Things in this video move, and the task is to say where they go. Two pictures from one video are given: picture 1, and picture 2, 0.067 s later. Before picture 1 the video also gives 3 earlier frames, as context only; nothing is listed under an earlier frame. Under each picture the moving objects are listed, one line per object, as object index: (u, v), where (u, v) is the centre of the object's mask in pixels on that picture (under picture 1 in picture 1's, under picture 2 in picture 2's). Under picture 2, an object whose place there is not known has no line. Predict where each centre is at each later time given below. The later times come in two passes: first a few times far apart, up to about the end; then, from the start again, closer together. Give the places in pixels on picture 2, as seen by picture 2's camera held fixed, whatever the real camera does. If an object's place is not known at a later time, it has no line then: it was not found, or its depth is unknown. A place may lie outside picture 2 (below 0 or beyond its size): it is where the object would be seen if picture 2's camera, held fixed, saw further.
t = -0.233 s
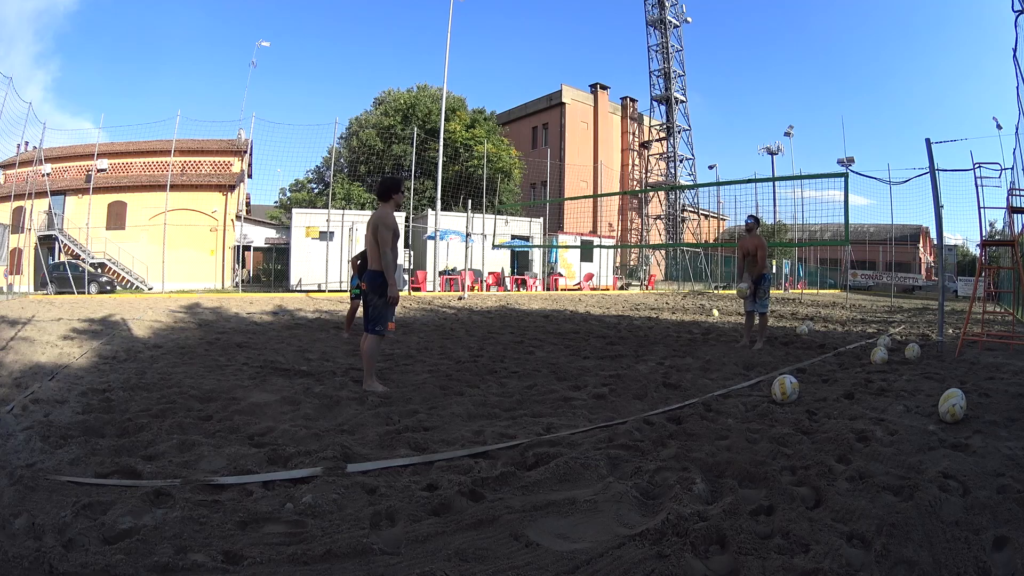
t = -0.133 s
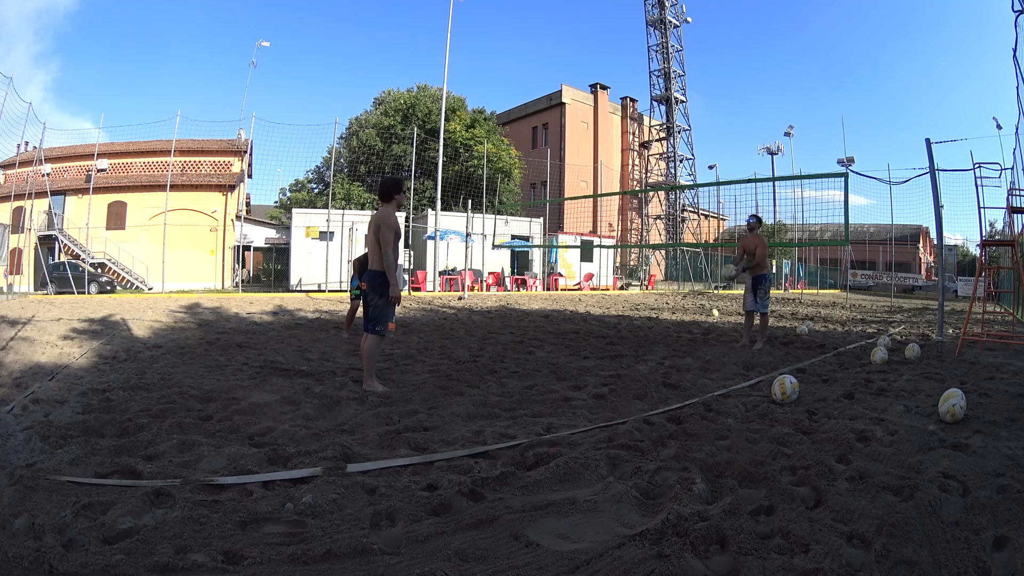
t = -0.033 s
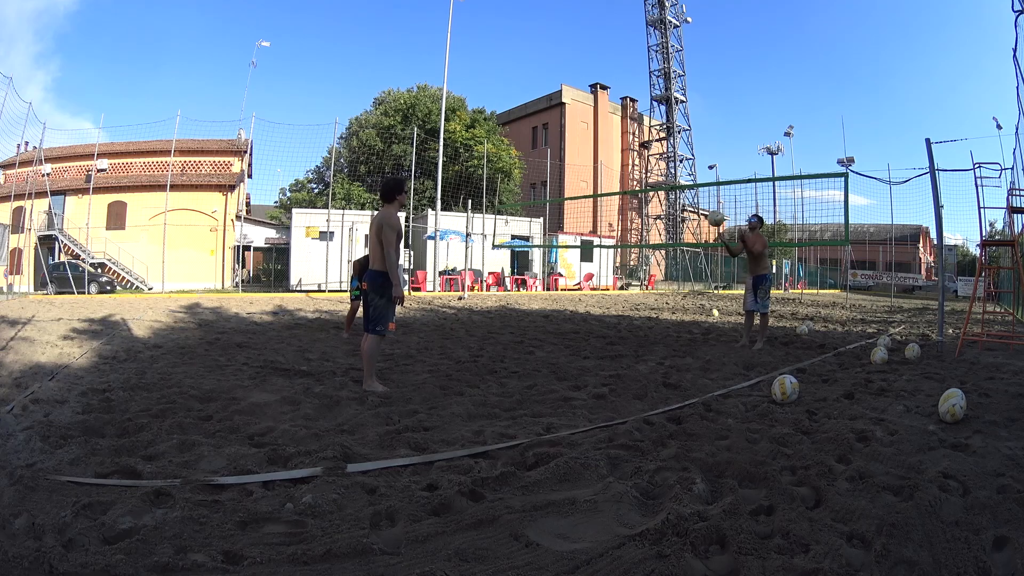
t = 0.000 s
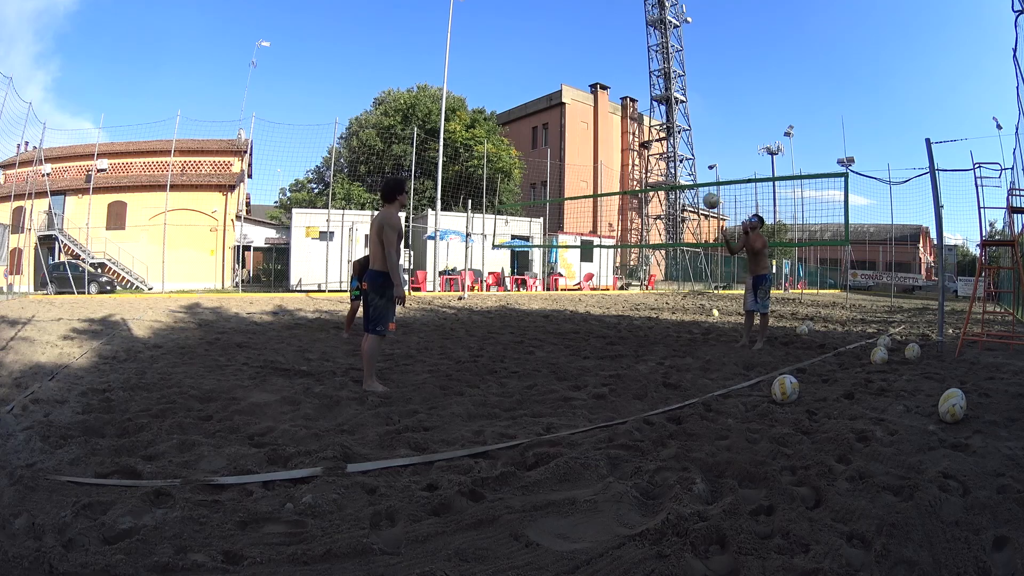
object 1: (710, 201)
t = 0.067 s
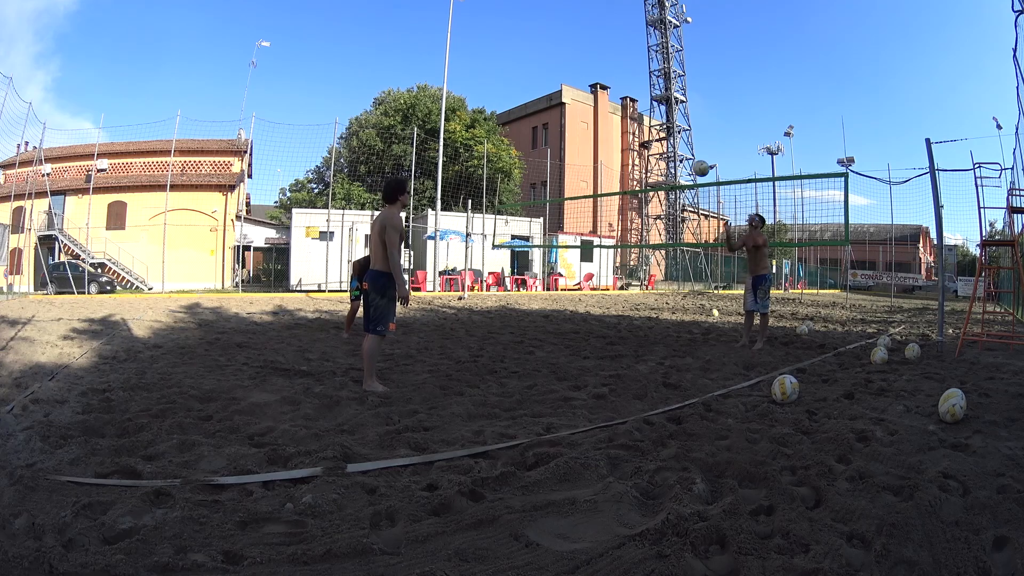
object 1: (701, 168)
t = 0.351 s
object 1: (654, 71)
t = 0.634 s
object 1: (604, 32)
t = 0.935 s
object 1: (546, 56)
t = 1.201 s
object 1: (486, 154)
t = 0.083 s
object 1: (699, 161)
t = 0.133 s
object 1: (691, 139)
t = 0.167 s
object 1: (685, 127)
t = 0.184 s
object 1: (682, 120)
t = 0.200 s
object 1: (680, 114)
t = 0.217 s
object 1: (677, 109)
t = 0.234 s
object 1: (674, 102)
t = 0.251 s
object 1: (671, 98)
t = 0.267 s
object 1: (669, 93)
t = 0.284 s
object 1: (666, 88)
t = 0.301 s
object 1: (663, 83)
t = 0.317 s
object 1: (660, 79)
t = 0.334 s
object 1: (657, 74)
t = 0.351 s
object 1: (654, 71)
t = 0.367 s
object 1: (651, 67)
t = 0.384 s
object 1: (648, 63)
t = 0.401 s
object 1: (645, 59)
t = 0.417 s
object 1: (643, 56)
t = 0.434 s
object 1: (640, 53)
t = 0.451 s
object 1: (637, 50)
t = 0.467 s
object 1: (634, 47)
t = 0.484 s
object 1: (631, 44)
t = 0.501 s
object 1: (628, 43)
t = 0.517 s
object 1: (625, 41)
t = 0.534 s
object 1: (623, 39)
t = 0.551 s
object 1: (619, 37)
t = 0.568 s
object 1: (616, 36)
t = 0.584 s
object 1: (614, 35)
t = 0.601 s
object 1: (610, 34)
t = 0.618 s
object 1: (607, 33)
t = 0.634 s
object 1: (604, 32)
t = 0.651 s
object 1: (601, 31)
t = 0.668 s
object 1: (598, 31)
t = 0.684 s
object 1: (595, 31)
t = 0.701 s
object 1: (592, 31)
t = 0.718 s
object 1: (589, 31)
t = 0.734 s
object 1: (586, 32)
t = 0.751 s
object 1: (583, 32)
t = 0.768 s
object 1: (580, 33)
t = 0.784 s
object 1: (577, 35)
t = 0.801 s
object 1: (573, 36)
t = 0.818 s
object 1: (570, 38)
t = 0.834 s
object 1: (567, 39)
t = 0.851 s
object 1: (564, 41)
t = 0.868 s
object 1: (560, 44)
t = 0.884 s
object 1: (557, 46)
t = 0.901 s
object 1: (553, 49)
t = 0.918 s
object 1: (550, 52)
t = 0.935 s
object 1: (546, 56)
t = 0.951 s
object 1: (543, 59)
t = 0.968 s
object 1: (539, 63)
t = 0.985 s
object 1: (536, 68)
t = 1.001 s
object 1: (532, 72)
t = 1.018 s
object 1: (528, 77)
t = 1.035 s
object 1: (525, 82)
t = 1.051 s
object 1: (521, 88)
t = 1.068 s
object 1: (517, 94)
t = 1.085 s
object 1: (513, 100)
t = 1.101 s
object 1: (509, 106)
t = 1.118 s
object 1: (505, 114)
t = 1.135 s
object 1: (502, 121)
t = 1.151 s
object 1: (498, 129)
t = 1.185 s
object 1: (490, 146)
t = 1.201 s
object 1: (486, 154)
